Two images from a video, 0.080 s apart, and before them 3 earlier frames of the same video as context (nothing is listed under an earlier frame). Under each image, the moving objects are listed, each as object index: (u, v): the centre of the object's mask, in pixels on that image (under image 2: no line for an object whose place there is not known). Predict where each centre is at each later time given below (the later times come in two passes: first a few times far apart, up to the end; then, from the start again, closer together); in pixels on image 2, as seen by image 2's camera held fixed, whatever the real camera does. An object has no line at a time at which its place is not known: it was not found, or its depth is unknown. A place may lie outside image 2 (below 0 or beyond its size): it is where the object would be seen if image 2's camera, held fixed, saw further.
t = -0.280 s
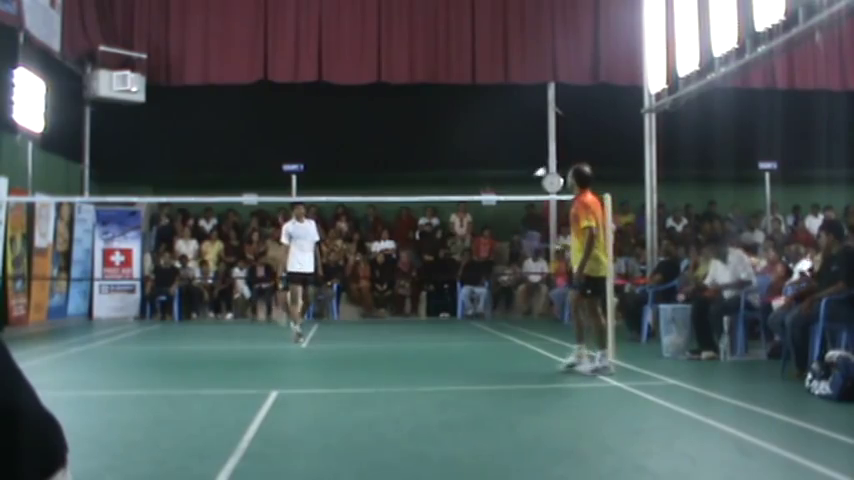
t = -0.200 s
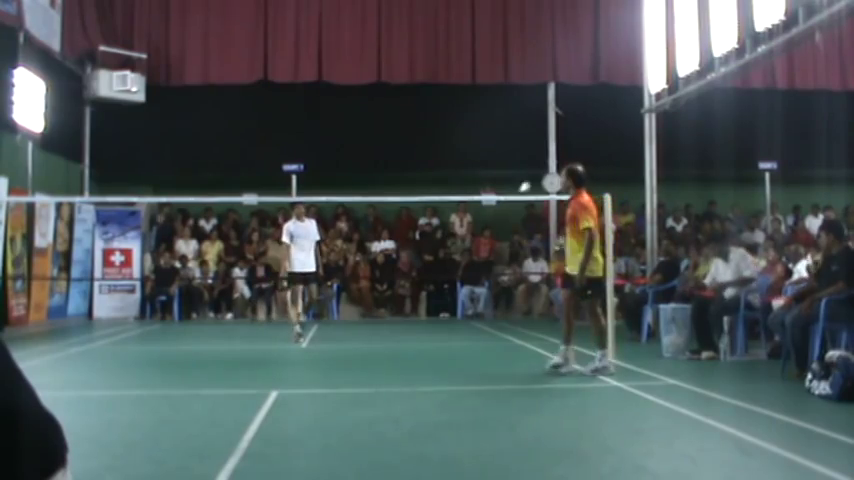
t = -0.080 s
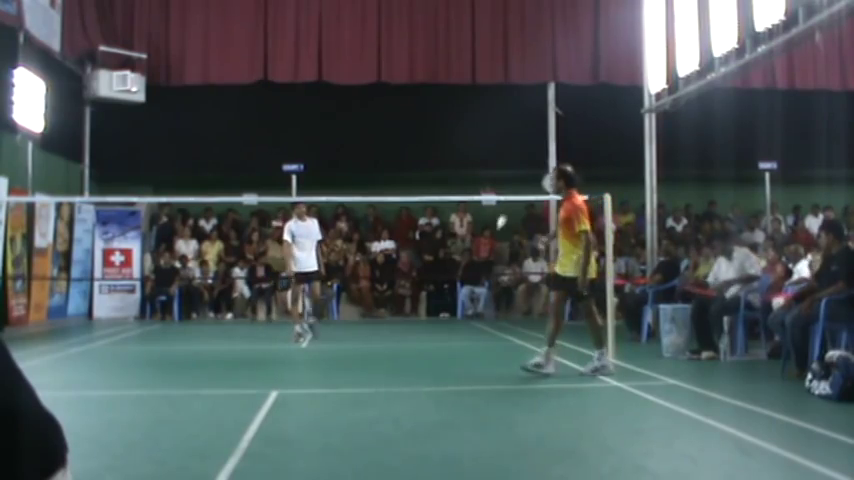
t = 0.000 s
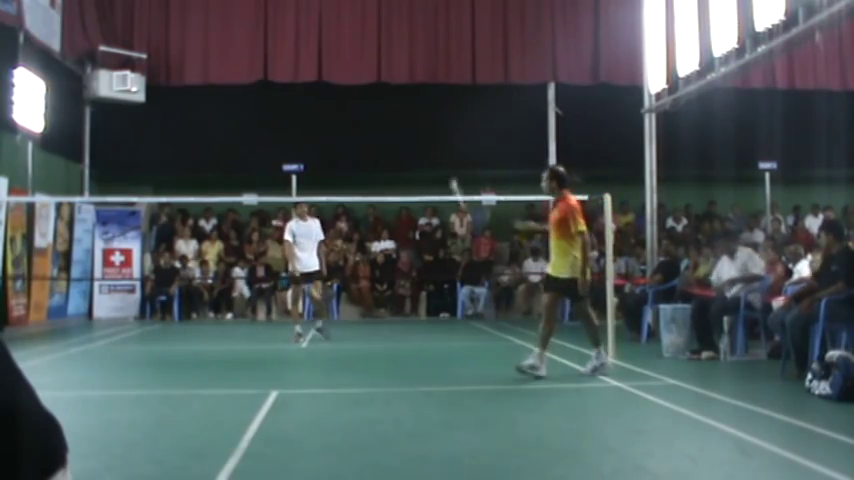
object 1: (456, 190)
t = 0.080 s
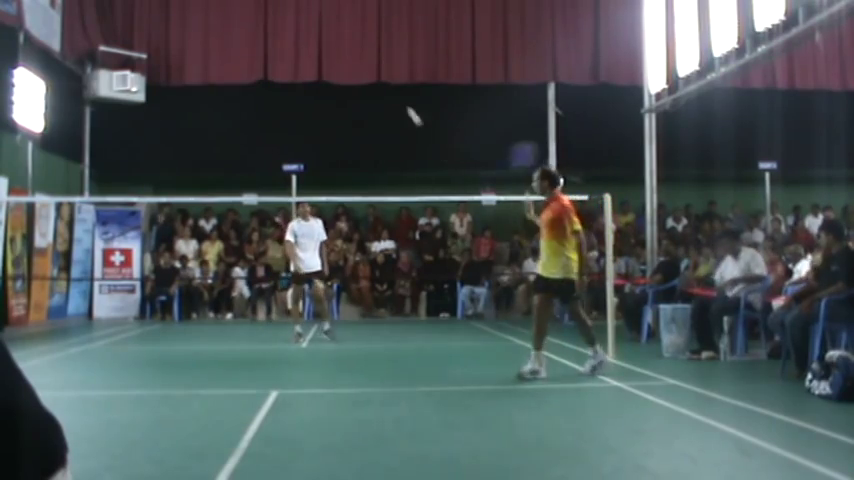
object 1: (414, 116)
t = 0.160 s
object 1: (382, 72)
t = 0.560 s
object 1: (308, 19)
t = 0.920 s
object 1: (278, 75)
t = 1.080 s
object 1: (270, 118)
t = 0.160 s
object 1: (382, 72)
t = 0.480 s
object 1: (318, 17)
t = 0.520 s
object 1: (312, 17)
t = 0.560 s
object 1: (308, 19)
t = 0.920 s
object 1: (278, 75)
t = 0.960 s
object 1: (276, 85)
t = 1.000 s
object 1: (273, 96)
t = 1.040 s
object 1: (271, 107)
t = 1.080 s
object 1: (270, 118)
